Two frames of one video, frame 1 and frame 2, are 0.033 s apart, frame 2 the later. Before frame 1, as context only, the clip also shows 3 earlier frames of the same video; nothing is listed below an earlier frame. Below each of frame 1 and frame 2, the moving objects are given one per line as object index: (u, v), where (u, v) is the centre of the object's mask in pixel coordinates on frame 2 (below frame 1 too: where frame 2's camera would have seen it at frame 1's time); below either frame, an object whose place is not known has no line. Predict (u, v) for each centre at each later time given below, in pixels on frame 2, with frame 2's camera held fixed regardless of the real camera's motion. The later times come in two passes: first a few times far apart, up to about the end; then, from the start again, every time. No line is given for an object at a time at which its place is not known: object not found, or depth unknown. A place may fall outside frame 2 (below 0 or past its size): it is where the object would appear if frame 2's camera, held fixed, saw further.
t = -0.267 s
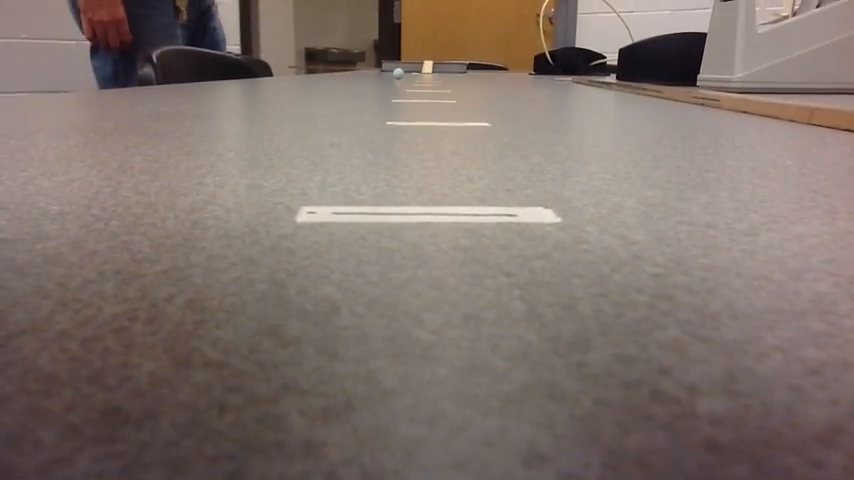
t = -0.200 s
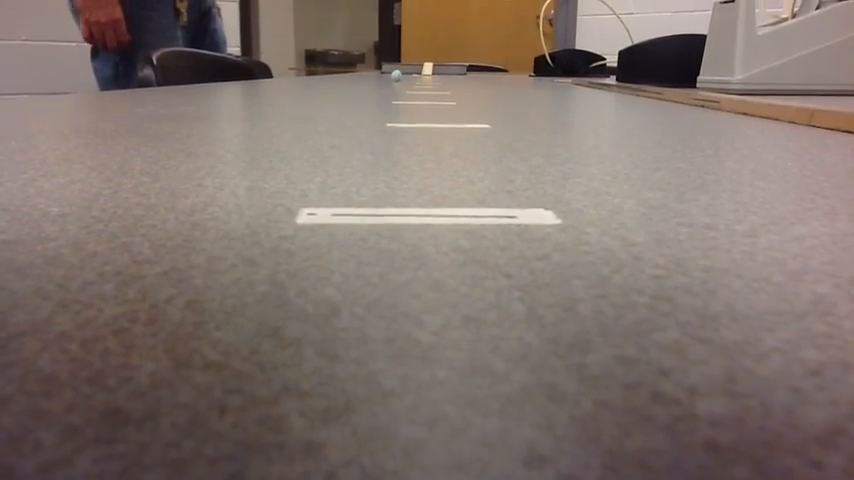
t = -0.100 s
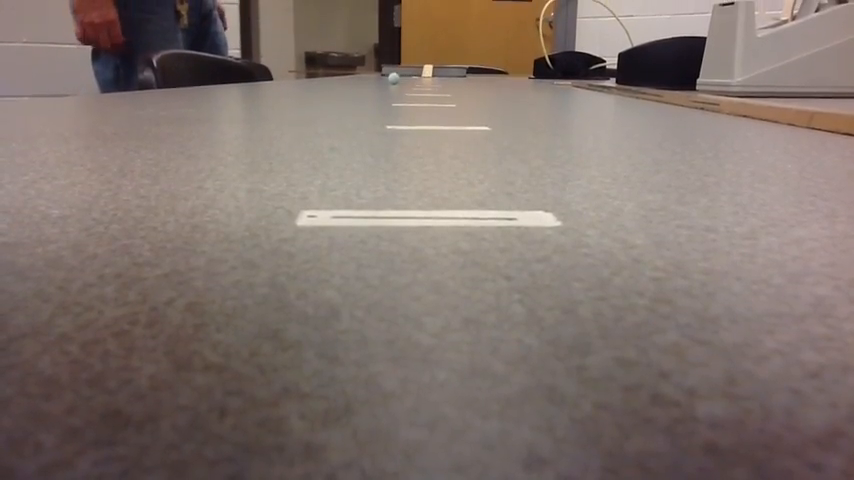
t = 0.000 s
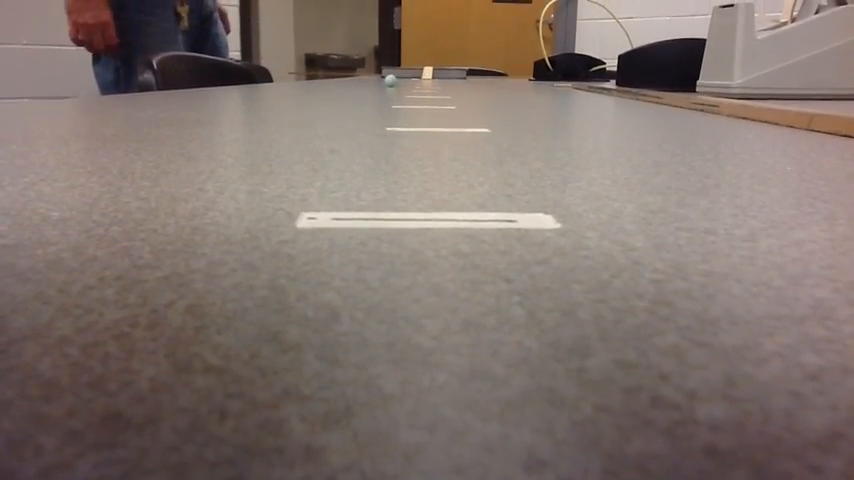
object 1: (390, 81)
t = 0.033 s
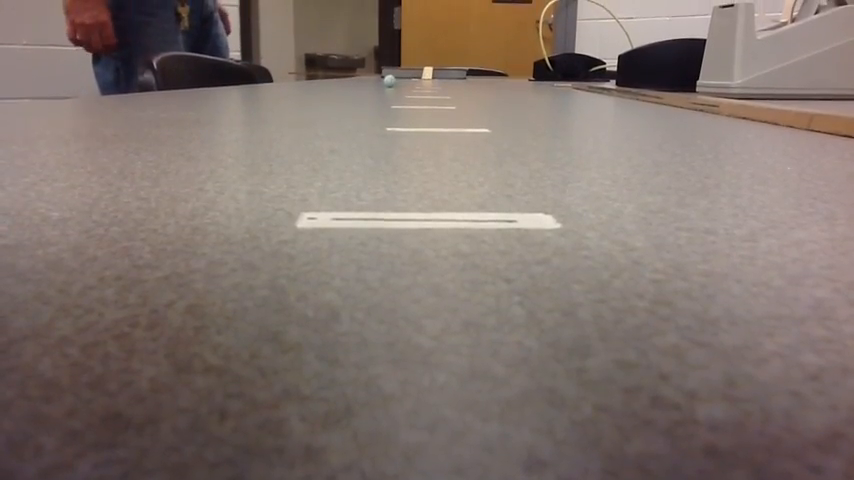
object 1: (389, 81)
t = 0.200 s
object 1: (382, 82)
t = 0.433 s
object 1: (373, 83)
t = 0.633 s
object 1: (362, 85)
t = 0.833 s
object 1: (346, 87)
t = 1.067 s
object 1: (321, 89)
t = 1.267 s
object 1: (290, 93)
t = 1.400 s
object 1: (260, 96)
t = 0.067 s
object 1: (387, 81)
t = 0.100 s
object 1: (386, 81)
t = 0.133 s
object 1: (385, 81)
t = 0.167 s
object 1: (384, 82)
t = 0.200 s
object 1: (382, 82)
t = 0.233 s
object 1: (381, 82)
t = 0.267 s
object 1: (380, 82)
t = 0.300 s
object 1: (379, 82)
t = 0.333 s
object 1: (378, 82)
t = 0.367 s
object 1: (376, 83)
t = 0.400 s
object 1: (375, 83)
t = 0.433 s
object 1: (373, 83)
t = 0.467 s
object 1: (372, 83)
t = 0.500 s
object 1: (369, 84)
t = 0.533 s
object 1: (367, 84)
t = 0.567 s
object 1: (366, 84)
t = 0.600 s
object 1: (363, 85)
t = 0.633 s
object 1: (362, 85)
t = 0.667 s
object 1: (360, 85)
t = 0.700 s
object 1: (357, 86)
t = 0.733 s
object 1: (354, 86)
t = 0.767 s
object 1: (352, 86)
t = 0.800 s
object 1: (349, 86)
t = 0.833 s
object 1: (346, 87)
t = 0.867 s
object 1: (344, 87)
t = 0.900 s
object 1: (340, 87)
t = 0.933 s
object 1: (337, 88)
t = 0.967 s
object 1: (334, 88)
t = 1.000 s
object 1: (330, 88)
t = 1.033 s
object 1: (325, 89)
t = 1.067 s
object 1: (321, 89)
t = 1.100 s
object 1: (317, 90)
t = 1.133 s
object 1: (312, 91)
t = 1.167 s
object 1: (307, 91)
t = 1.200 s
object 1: (302, 91)
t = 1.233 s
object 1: (296, 92)
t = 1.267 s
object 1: (290, 93)
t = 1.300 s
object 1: (284, 93)
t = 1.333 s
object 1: (277, 94)
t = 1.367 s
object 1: (269, 95)
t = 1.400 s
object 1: (260, 96)
